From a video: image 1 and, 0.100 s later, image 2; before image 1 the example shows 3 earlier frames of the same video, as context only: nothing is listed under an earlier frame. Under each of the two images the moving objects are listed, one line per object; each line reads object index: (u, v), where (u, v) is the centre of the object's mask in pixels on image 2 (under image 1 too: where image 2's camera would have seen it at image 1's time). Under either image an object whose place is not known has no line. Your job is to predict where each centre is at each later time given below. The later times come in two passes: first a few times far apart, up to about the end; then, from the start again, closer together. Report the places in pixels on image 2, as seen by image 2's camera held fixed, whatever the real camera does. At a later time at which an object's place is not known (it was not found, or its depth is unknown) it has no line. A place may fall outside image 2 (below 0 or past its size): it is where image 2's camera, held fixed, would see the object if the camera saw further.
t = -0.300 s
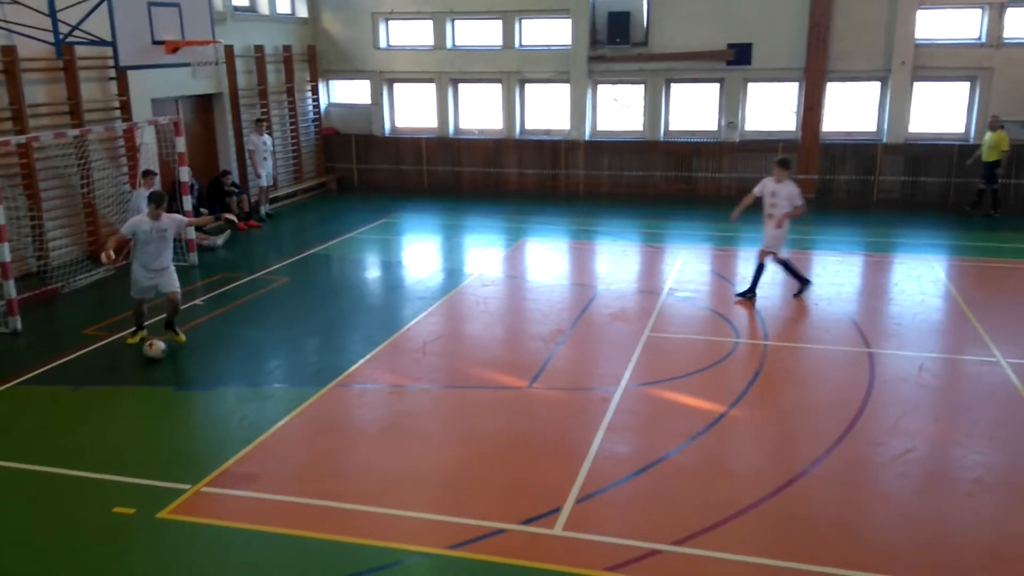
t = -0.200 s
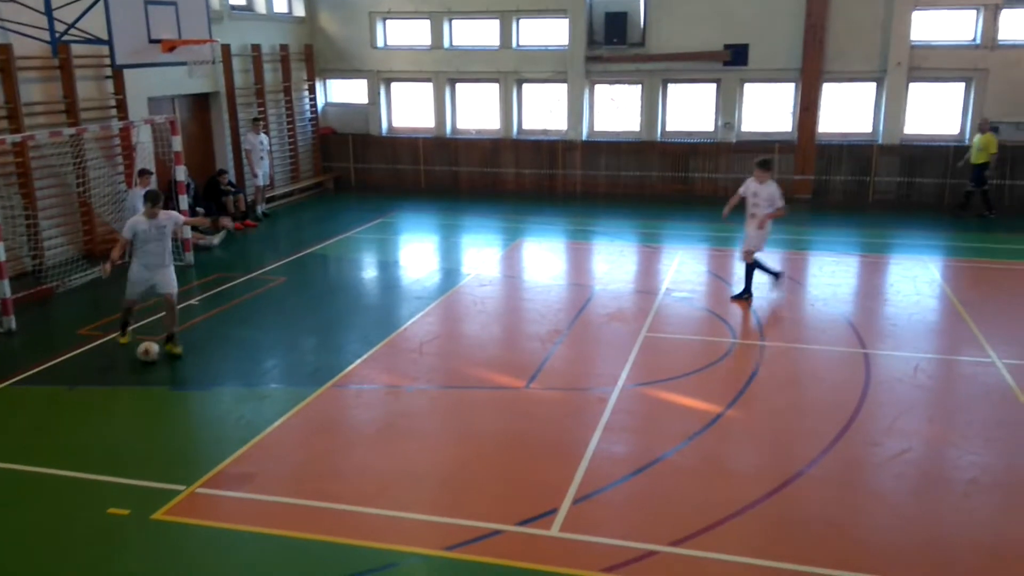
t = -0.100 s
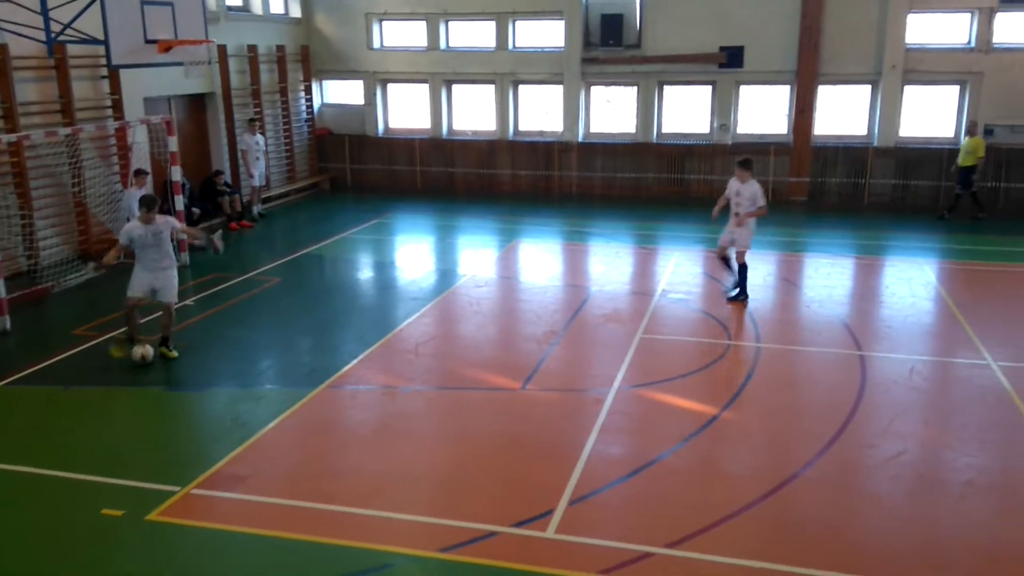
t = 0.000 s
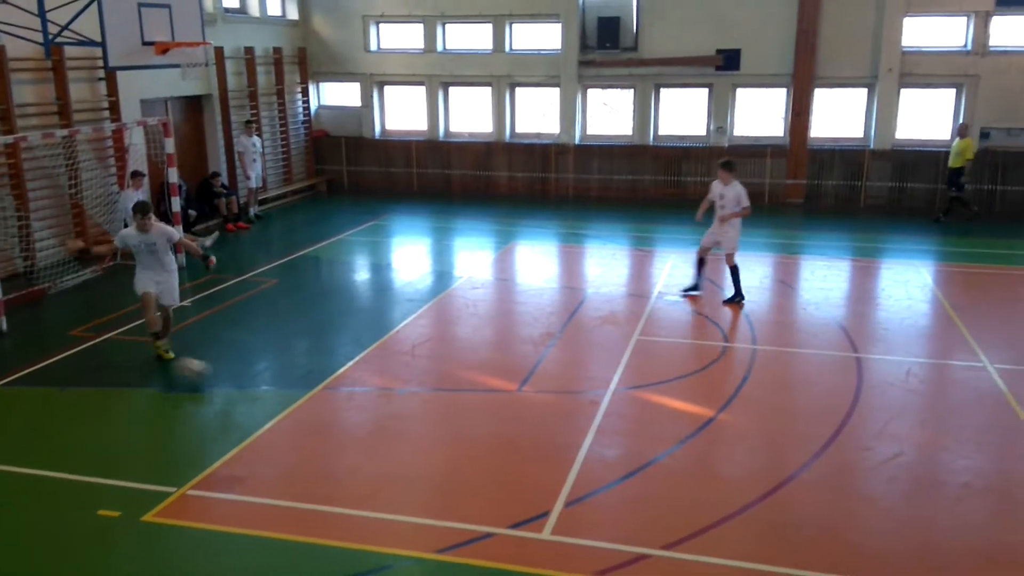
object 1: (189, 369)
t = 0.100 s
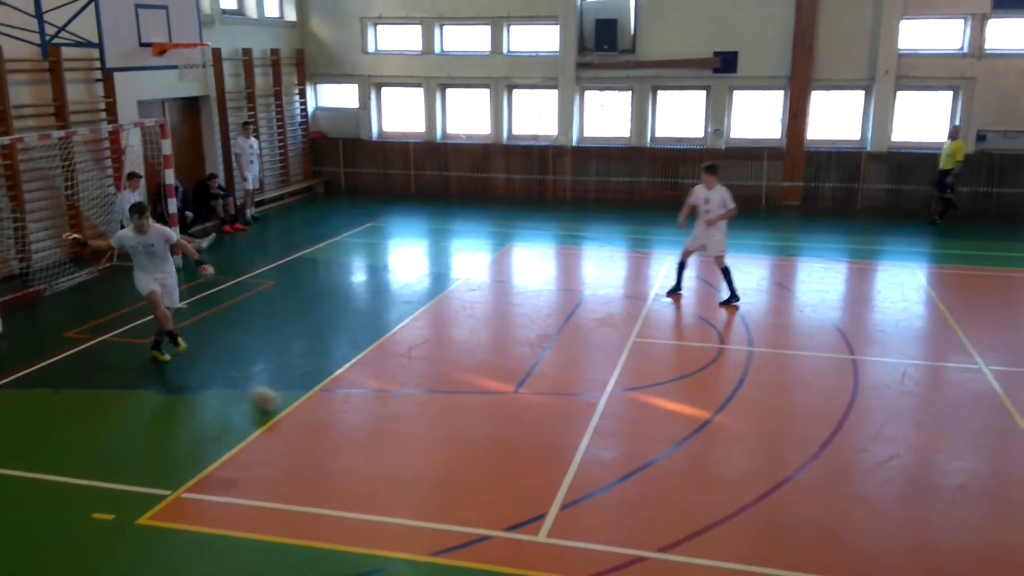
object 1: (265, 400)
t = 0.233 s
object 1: (366, 438)
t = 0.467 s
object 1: (580, 496)
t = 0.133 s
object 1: (287, 408)
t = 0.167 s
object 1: (315, 419)
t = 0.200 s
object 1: (340, 426)
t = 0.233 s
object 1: (366, 438)
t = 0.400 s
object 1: (513, 481)
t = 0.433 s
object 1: (548, 487)
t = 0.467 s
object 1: (580, 496)
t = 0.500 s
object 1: (614, 507)
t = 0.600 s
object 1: (712, 530)
